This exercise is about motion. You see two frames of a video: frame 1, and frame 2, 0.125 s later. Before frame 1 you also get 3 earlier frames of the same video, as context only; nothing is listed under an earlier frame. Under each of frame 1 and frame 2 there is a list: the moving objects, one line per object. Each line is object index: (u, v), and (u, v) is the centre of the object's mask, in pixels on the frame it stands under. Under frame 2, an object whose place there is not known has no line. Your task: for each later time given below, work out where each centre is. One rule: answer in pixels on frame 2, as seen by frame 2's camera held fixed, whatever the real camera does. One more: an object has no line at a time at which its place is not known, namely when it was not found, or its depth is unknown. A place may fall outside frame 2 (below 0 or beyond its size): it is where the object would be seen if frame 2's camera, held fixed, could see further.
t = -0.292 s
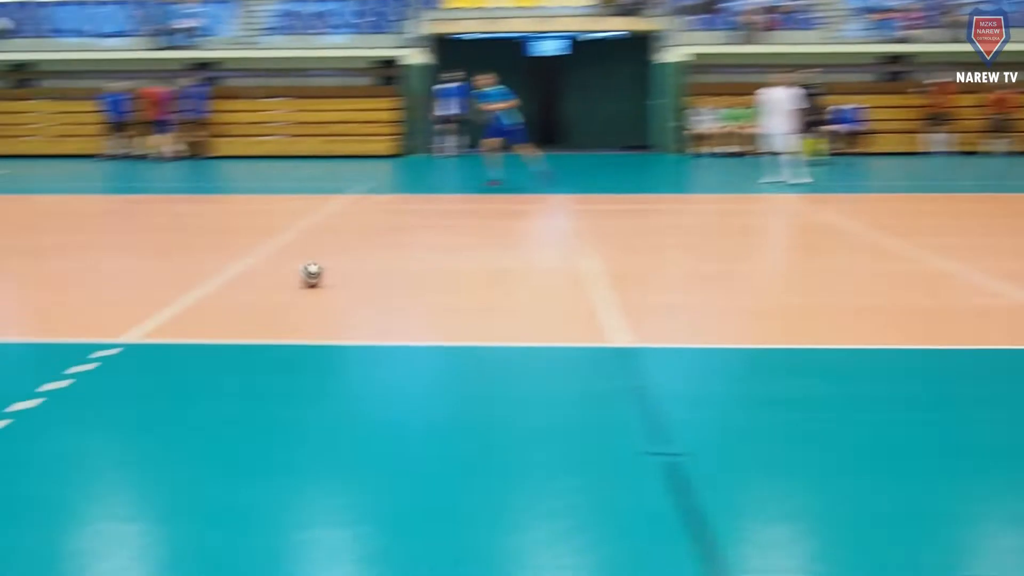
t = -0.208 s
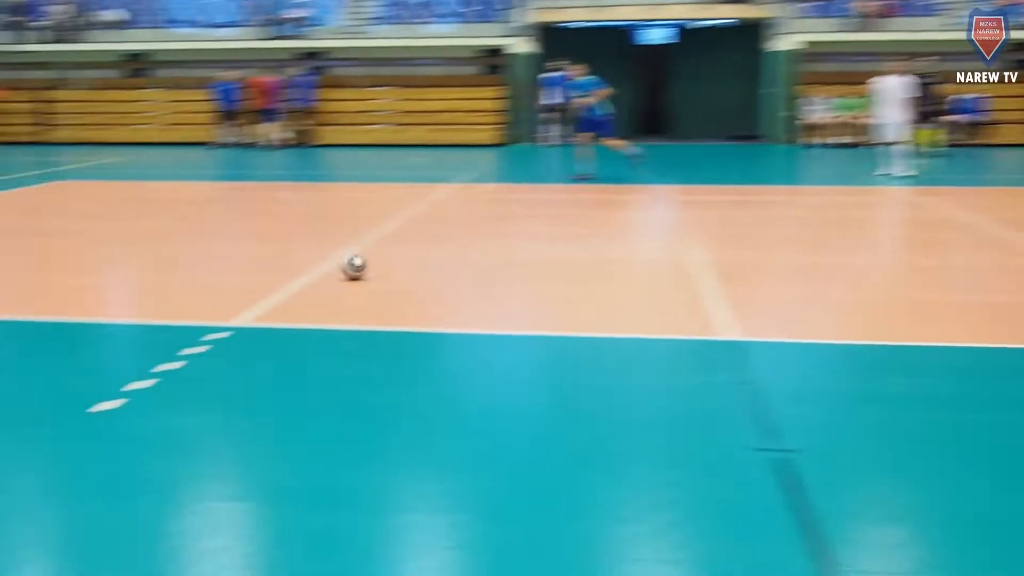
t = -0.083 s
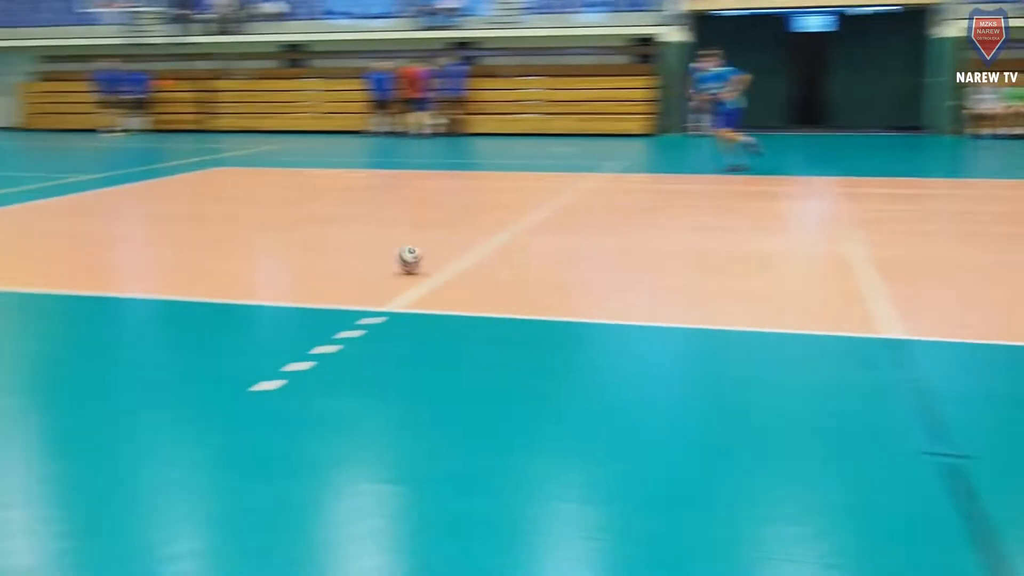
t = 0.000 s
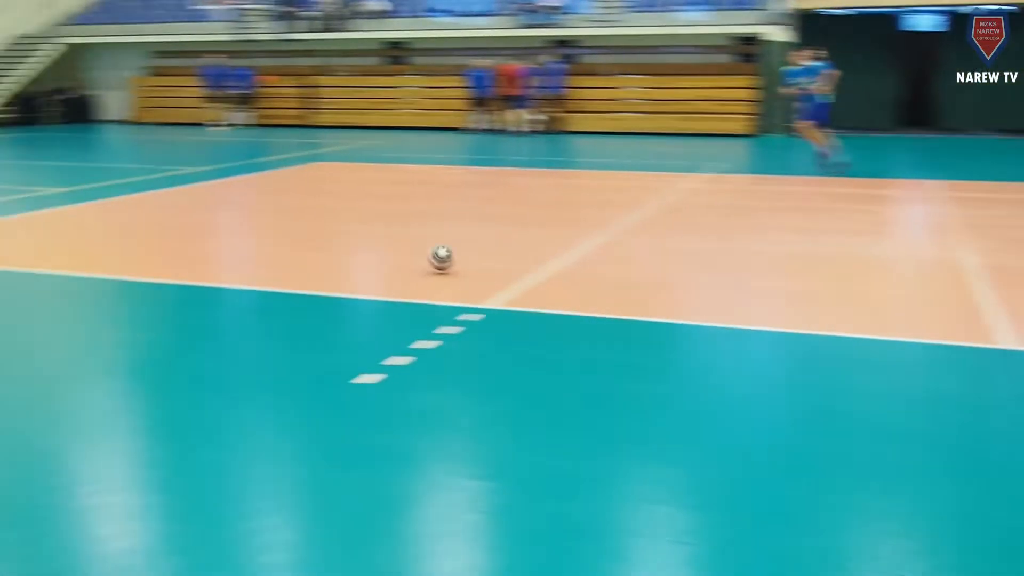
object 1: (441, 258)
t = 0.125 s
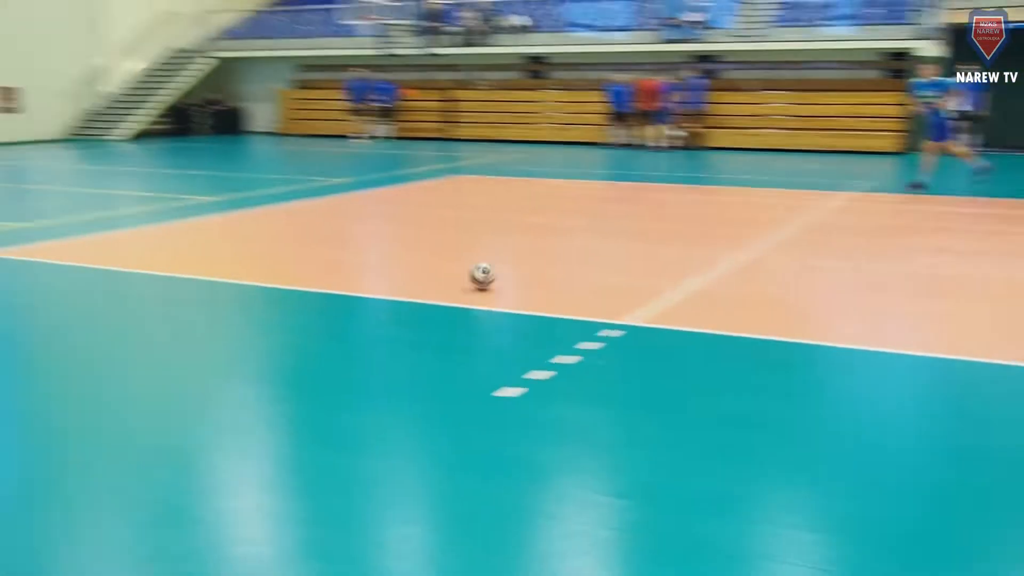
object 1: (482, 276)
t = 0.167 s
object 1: (435, 278)
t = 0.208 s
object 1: (405, 275)
